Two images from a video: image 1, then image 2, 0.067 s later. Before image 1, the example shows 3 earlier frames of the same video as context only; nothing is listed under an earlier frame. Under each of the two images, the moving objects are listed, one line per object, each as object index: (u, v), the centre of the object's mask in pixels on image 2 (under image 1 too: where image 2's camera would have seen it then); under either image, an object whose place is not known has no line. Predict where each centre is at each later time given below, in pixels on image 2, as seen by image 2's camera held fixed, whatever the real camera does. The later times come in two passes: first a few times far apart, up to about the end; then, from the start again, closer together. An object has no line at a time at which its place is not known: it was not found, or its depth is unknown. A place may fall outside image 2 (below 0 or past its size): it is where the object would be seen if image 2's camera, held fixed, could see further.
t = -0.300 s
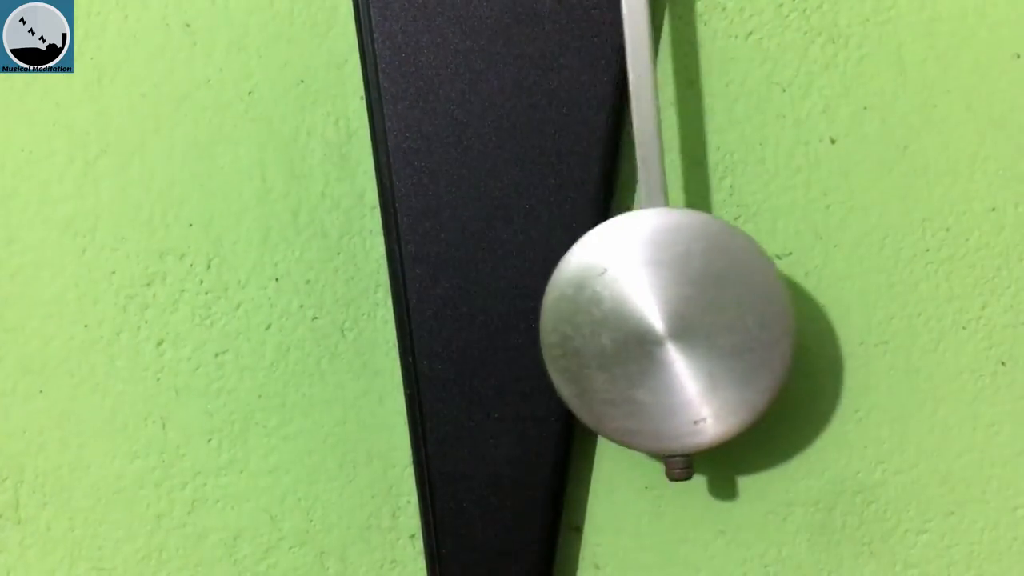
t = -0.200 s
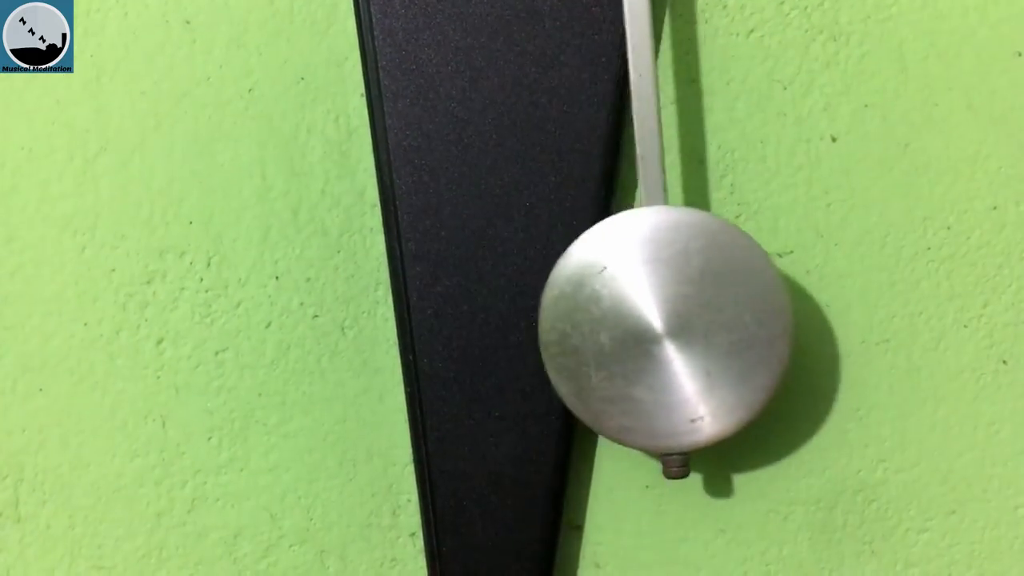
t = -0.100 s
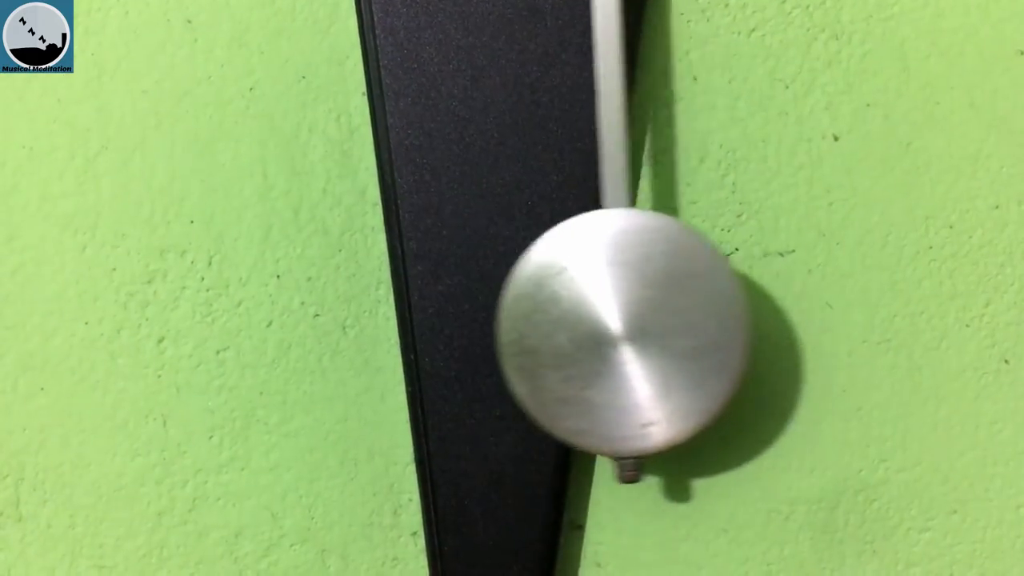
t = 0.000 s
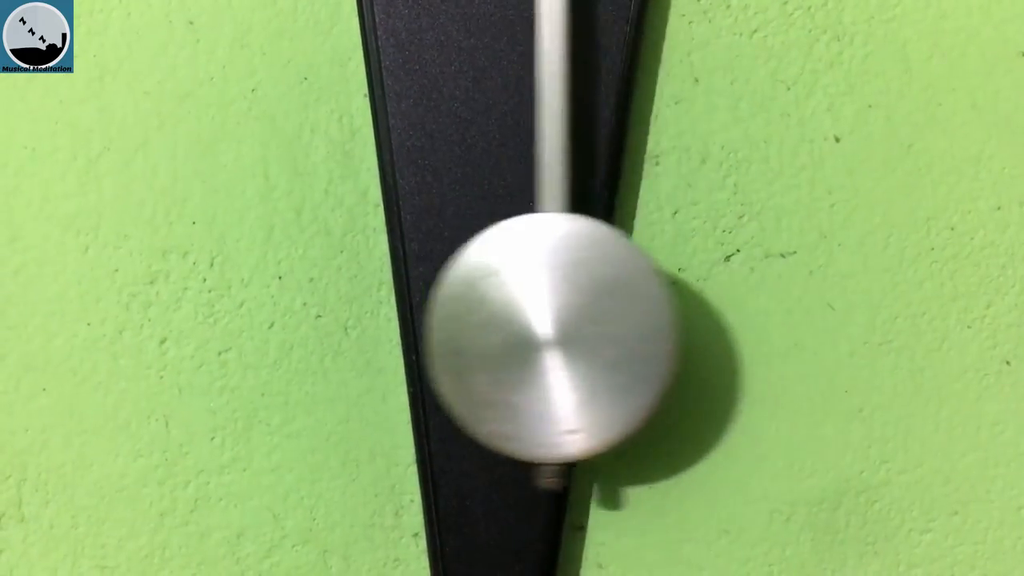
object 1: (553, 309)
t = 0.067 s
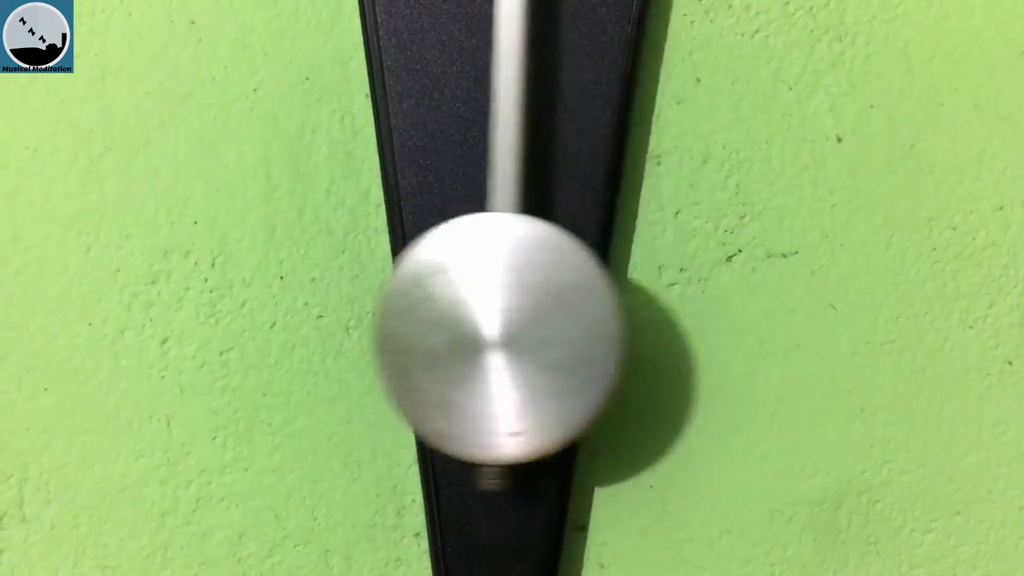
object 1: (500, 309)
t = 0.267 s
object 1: (375, 310)
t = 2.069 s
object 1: (677, 309)
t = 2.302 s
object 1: (591, 308)
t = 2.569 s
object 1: (403, 303)
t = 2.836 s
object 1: (419, 307)
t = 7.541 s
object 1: (411, 307)
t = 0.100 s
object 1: (474, 308)
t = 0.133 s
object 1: (449, 308)
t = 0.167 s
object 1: (426, 308)
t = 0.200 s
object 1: (405, 309)
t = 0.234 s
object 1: (388, 310)
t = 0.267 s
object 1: (375, 310)
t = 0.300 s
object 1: (367, 310)
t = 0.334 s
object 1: (364, 310)
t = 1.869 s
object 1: (577, 308)
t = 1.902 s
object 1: (602, 308)
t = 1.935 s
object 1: (624, 308)
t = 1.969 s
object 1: (644, 308)
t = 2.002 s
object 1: (659, 308)
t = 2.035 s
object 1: (671, 308)
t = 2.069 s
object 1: (677, 309)
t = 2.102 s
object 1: (678, 309)
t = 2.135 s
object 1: (675, 309)
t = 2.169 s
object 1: (666, 309)
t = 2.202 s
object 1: (652, 309)
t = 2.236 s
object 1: (635, 309)
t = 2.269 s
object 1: (614, 309)
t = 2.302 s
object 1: (591, 308)
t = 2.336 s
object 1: (565, 308)
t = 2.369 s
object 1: (539, 308)
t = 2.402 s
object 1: (514, 307)
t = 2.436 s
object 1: (488, 306)
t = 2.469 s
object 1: (464, 305)
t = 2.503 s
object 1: (441, 304)
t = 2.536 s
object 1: (421, 303)
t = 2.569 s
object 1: (403, 303)
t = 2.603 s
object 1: (390, 301)
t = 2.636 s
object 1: (381, 301)
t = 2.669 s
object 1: (376, 302)
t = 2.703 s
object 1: (375, 304)
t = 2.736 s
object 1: (379, 305)
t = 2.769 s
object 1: (389, 306)
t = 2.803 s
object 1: (402, 307)
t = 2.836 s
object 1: (419, 307)
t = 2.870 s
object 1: (441, 308)
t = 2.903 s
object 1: (464, 309)
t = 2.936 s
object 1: (488, 310)
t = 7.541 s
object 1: (411, 307)
